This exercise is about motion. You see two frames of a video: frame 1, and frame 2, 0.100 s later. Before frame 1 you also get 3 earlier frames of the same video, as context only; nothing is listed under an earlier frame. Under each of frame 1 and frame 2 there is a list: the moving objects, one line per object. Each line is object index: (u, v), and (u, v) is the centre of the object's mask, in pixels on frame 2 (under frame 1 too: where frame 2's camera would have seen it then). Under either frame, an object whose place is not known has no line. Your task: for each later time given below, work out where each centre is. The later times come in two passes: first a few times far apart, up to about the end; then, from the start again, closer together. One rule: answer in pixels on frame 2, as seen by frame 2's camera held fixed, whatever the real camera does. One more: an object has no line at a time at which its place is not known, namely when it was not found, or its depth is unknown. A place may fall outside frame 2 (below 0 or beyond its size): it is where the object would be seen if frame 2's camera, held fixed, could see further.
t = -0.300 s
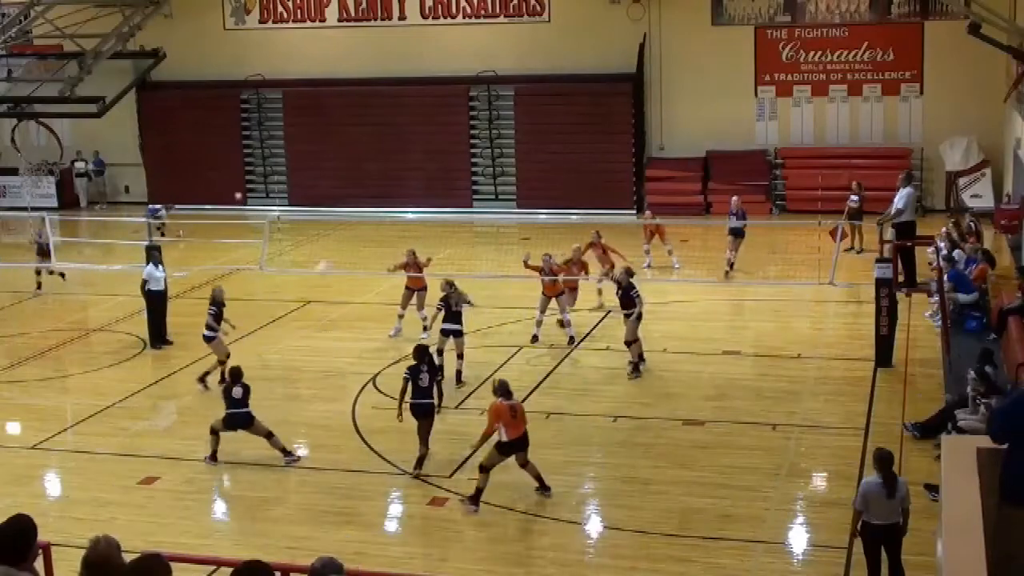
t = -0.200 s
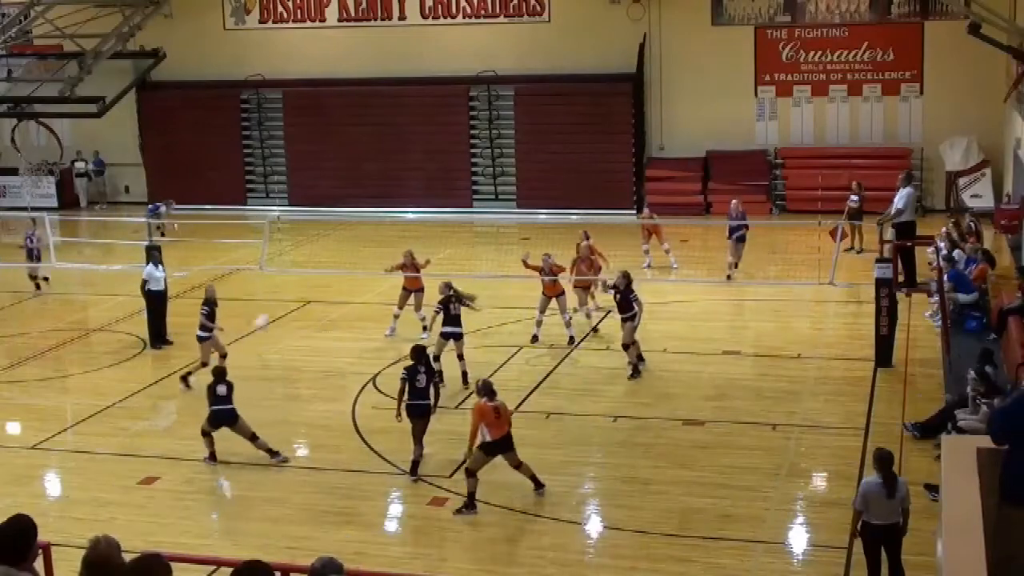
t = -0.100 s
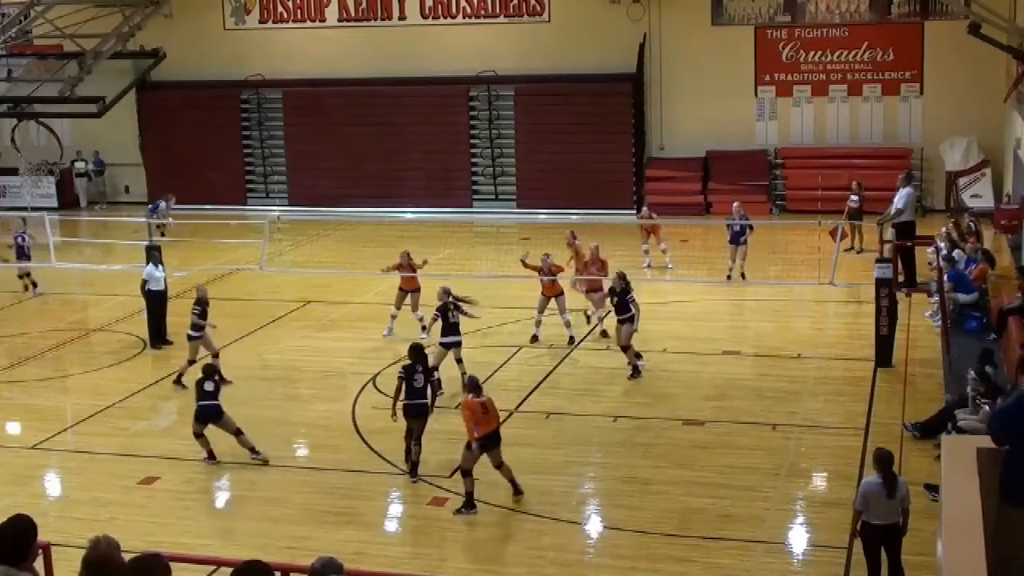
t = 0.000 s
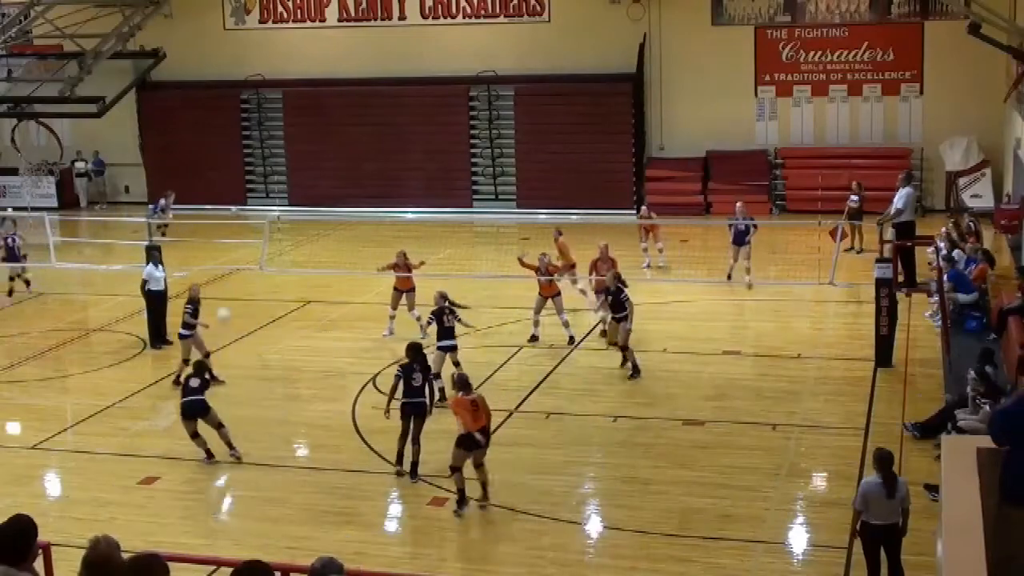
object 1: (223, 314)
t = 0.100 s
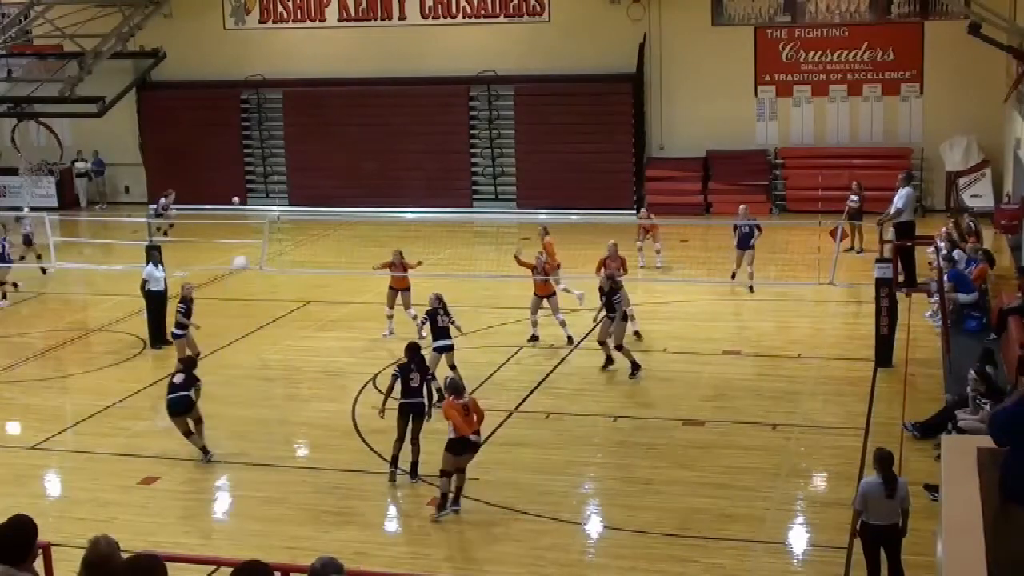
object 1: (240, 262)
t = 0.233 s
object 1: (263, 209)
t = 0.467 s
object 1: (306, 142)
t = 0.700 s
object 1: (348, 114)
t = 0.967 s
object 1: (397, 128)
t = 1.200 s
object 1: (439, 177)
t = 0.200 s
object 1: (257, 218)
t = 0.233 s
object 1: (263, 209)
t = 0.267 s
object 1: (270, 195)
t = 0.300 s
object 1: (275, 185)
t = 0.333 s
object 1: (282, 174)
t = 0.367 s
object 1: (288, 165)
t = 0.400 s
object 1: (294, 156)
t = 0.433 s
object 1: (300, 148)
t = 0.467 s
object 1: (306, 142)
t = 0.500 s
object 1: (312, 135)
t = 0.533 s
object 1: (318, 130)
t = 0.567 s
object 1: (324, 125)
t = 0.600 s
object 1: (330, 121)
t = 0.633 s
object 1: (336, 118)
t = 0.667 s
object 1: (342, 116)
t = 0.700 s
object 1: (348, 114)
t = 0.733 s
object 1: (355, 113)
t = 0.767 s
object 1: (360, 113)
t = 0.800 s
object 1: (367, 114)
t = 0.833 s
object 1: (373, 115)
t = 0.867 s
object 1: (379, 117)
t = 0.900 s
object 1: (385, 120)
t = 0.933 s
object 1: (391, 124)
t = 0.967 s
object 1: (397, 128)
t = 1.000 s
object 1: (403, 133)
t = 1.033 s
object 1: (409, 139)
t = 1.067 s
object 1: (415, 145)
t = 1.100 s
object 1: (421, 152)
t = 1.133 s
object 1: (427, 160)
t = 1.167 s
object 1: (433, 168)
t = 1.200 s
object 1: (439, 177)
